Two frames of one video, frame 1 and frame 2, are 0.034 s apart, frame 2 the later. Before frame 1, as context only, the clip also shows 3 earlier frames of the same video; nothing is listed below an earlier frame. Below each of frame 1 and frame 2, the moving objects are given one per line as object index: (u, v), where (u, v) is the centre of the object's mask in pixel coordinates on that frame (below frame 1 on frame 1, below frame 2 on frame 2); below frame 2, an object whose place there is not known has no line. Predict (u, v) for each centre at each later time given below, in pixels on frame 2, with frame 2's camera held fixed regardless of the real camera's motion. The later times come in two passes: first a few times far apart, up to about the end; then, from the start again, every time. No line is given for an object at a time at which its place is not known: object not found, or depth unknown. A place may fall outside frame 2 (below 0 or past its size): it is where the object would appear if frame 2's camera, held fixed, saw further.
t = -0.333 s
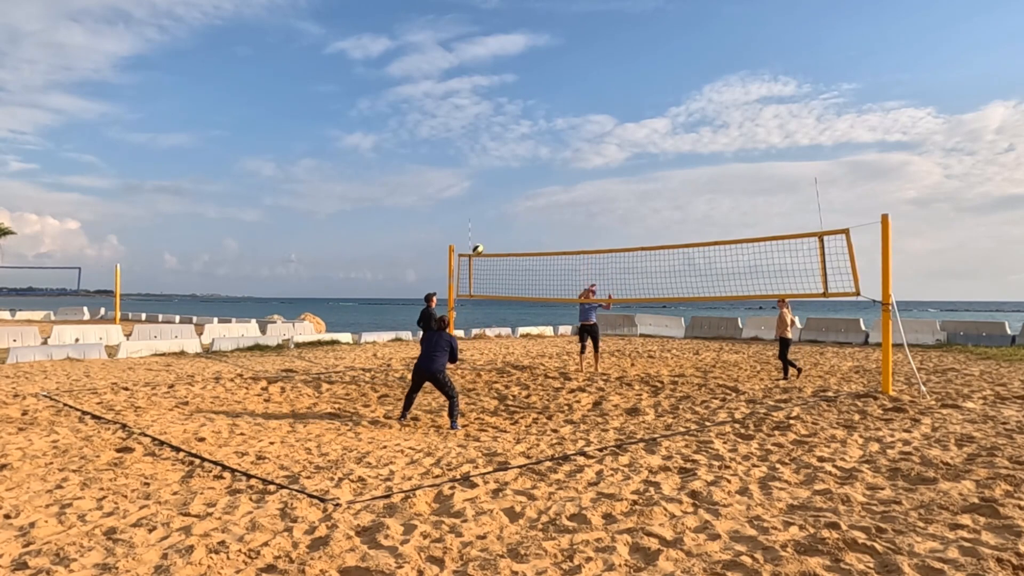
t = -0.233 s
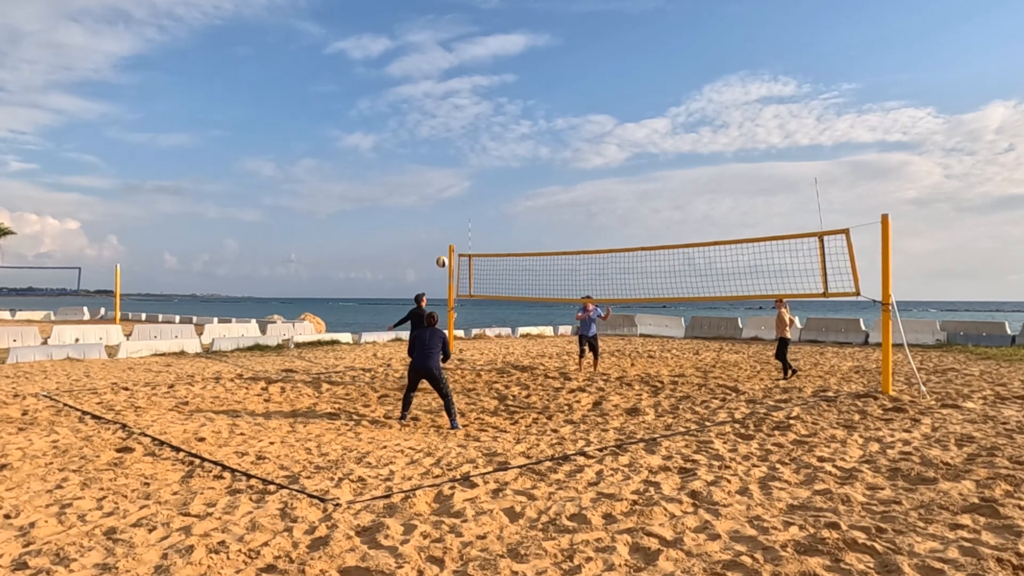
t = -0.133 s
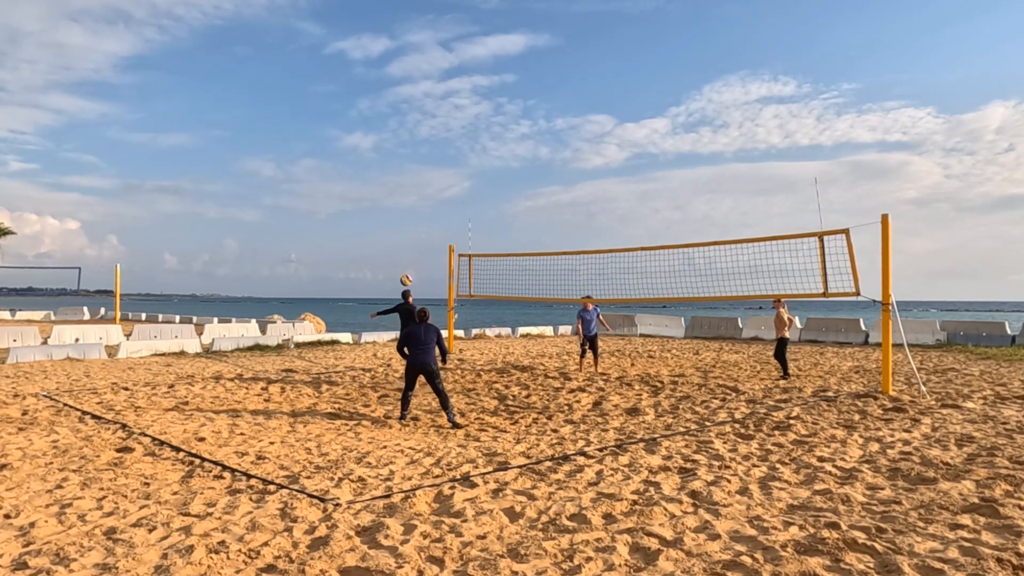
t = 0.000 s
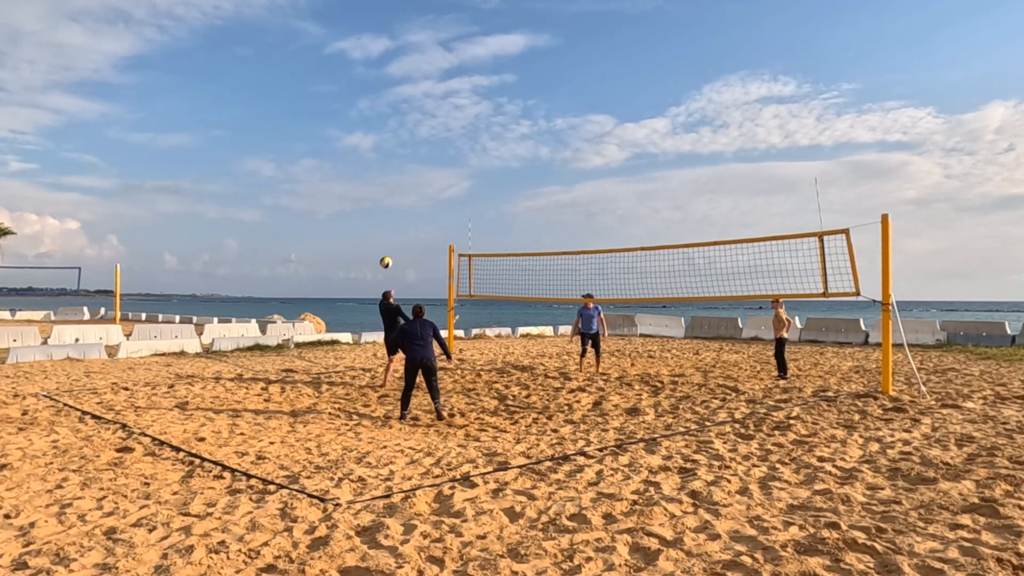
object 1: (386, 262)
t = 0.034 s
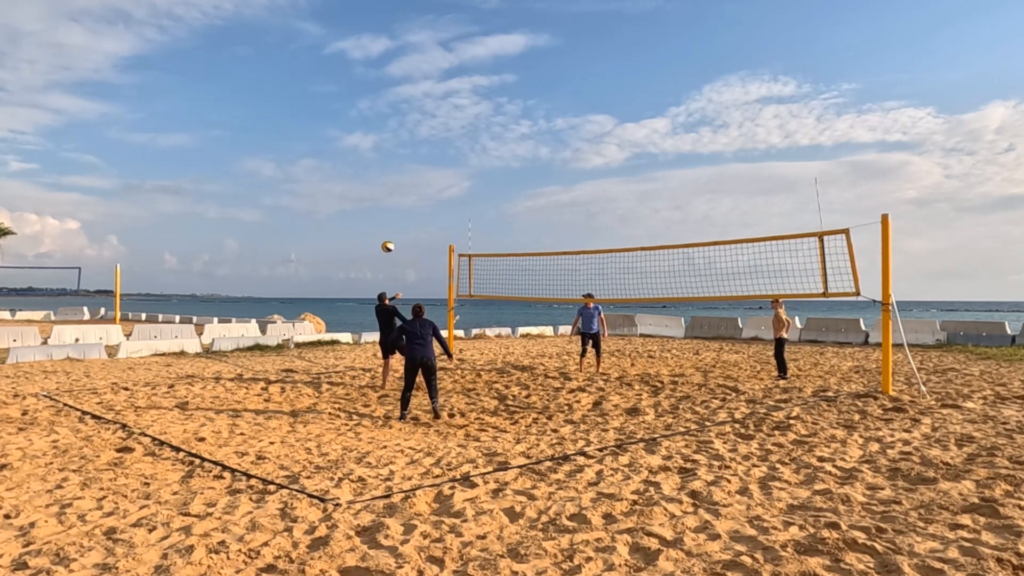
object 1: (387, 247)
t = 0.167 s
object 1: (394, 189)
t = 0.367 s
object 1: (401, 119)
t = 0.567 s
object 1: (406, 69)
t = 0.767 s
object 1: (408, 40)
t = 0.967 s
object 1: (410, 33)
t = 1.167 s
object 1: (410, 50)
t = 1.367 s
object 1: (410, 90)
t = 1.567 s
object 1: (410, 156)
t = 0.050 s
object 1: (388, 239)
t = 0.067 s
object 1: (389, 231)
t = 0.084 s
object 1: (390, 224)
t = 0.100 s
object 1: (391, 217)
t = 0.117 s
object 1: (392, 210)
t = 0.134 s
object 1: (392, 202)
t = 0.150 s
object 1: (393, 196)
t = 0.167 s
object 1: (394, 189)
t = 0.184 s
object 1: (395, 182)
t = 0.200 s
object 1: (395, 176)
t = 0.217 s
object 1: (396, 169)
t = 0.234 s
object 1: (396, 163)
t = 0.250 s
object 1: (397, 157)
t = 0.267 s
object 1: (398, 151)
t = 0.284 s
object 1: (398, 146)
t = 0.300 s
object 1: (399, 140)
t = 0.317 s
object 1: (399, 134)
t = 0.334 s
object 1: (400, 129)
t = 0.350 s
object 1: (400, 124)
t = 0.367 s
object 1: (401, 119)
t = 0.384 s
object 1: (401, 114)
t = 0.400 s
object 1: (402, 109)
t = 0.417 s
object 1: (402, 105)
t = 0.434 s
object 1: (403, 100)
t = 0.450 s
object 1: (403, 96)
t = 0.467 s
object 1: (404, 91)
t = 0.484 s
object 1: (404, 87)
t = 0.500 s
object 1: (404, 83)
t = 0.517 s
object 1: (405, 79)
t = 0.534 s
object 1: (405, 76)
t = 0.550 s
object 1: (405, 72)
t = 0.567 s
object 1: (406, 69)
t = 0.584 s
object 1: (406, 66)
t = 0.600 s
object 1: (406, 62)
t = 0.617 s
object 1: (406, 60)
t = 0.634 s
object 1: (407, 57)
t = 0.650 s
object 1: (407, 54)
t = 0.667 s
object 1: (407, 52)
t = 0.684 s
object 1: (408, 49)
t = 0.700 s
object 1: (408, 47)
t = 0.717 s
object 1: (408, 45)
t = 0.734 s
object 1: (408, 43)
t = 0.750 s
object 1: (408, 42)
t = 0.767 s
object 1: (408, 40)
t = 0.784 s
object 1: (409, 39)
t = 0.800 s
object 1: (409, 37)
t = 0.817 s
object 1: (409, 36)
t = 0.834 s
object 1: (409, 35)
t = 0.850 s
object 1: (409, 35)
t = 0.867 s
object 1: (409, 34)
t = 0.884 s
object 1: (409, 33)
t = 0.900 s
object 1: (409, 33)
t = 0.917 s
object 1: (409, 33)
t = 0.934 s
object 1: (410, 33)
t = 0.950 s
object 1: (410, 33)
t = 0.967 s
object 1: (410, 33)
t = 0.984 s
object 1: (410, 34)
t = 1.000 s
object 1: (410, 34)
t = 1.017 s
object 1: (410, 35)
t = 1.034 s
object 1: (410, 36)
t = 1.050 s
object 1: (410, 37)
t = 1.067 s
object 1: (410, 39)
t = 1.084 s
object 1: (410, 40)
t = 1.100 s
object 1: (410, 42)
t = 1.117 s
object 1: (410, 43)
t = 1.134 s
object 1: (410, 45)
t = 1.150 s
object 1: (410, 47)
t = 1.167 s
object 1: (410, 50)
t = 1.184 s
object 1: (410, 52)
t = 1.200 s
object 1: (410, 55)
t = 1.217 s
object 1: (410, 58)
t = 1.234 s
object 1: (410, 61)
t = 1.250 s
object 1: (410, 64)
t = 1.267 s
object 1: (410, 67)
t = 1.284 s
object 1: (410, 70)
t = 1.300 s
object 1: (410, 74)
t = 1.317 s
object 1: (410, 78)
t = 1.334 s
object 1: (410, 82)
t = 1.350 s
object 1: (410, 86)
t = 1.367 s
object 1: (410, 90)
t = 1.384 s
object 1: (410, 95)
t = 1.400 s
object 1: (410, 100)
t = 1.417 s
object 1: (410, 104)
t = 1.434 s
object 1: (410, 109)
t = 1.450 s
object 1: (410, 115)
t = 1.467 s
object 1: (410, 120)
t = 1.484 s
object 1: (410, 126)
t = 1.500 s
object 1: (410, 131)
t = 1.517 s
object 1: (410, 137)
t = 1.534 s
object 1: (410, 143)
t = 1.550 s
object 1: (410, 150)
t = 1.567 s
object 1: (410, 156)
